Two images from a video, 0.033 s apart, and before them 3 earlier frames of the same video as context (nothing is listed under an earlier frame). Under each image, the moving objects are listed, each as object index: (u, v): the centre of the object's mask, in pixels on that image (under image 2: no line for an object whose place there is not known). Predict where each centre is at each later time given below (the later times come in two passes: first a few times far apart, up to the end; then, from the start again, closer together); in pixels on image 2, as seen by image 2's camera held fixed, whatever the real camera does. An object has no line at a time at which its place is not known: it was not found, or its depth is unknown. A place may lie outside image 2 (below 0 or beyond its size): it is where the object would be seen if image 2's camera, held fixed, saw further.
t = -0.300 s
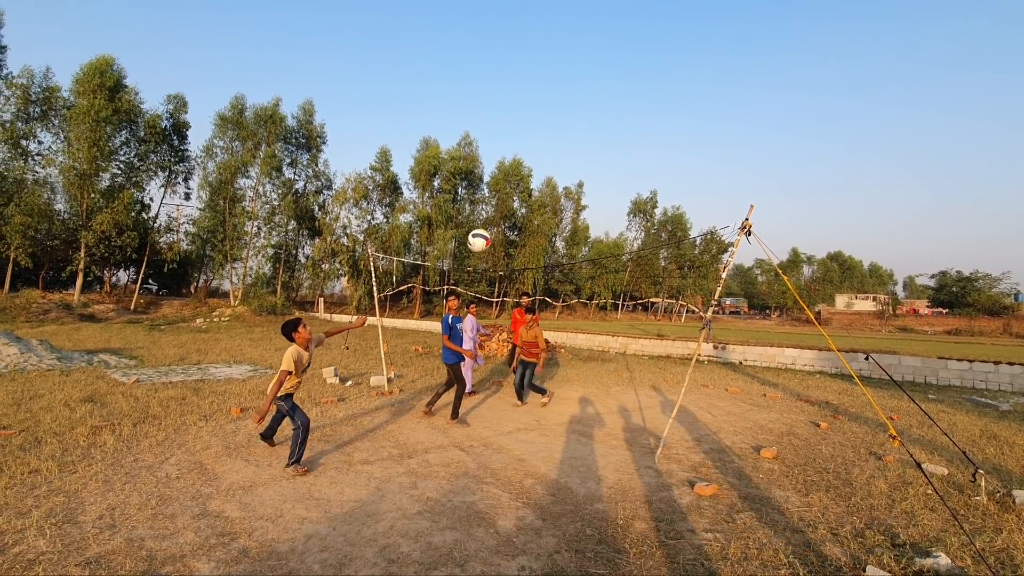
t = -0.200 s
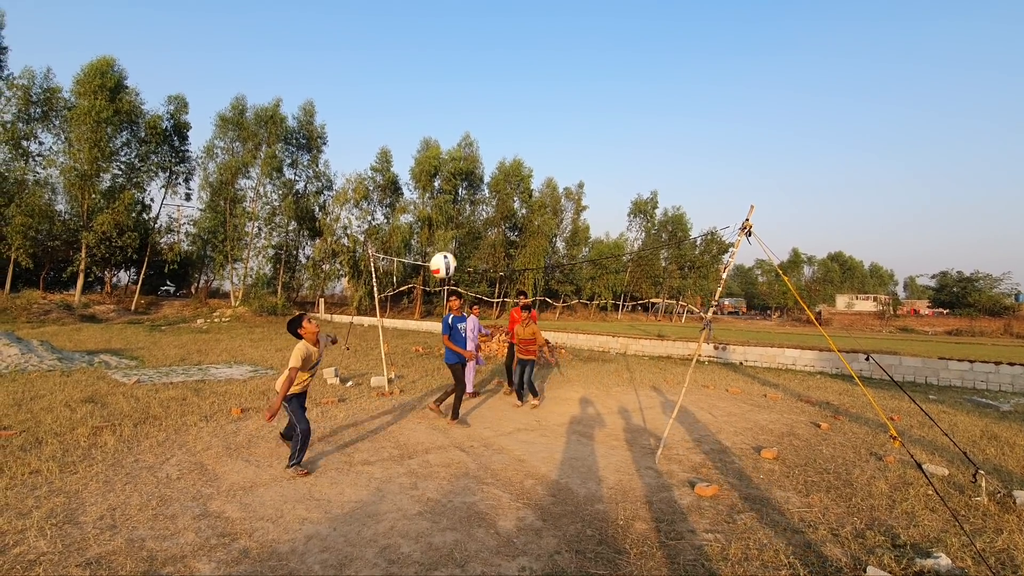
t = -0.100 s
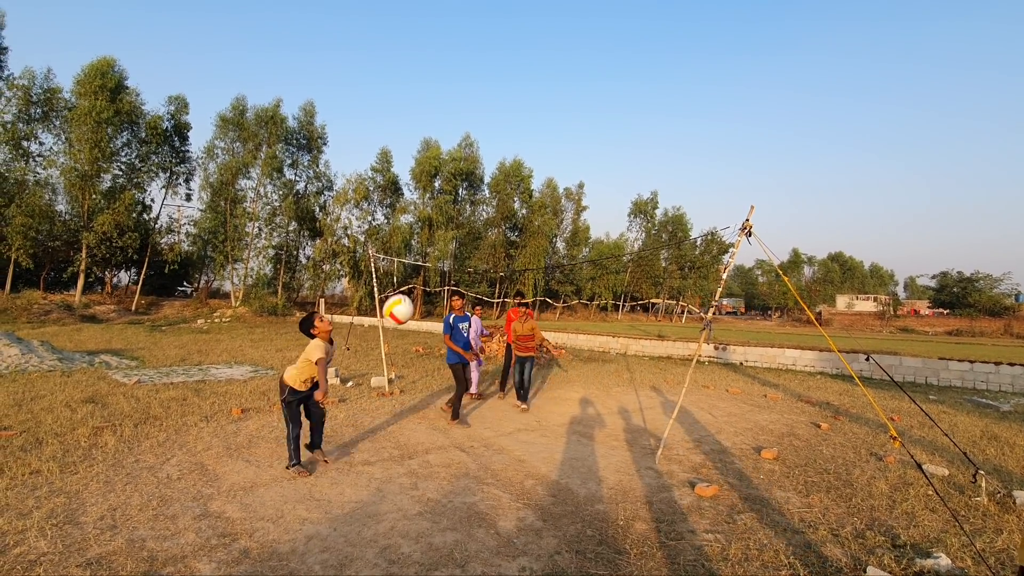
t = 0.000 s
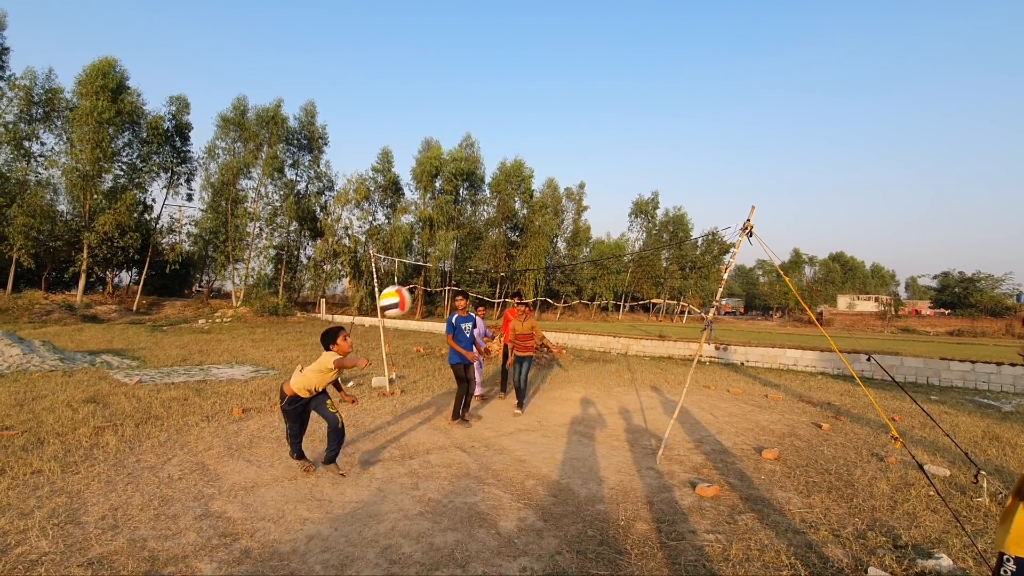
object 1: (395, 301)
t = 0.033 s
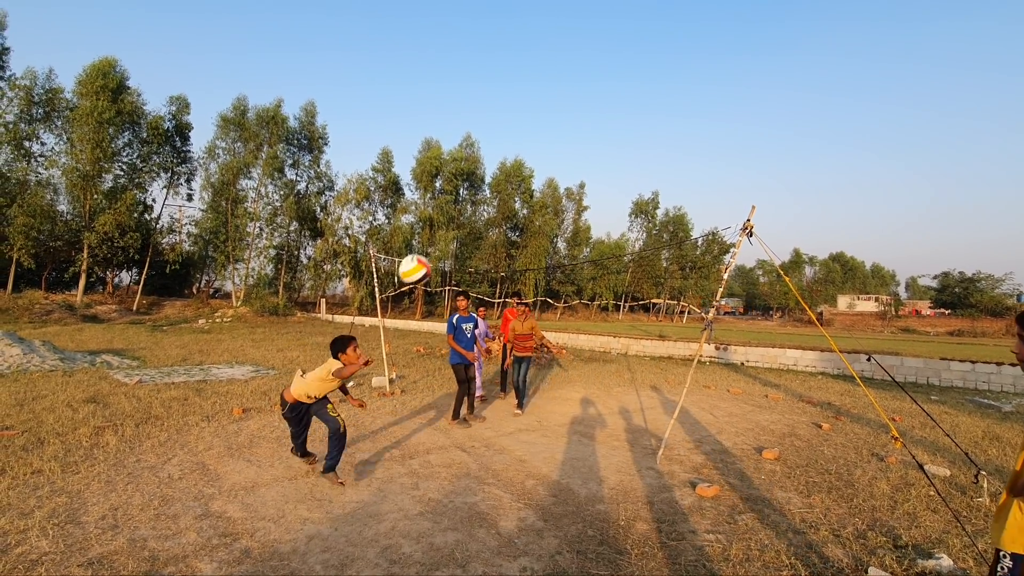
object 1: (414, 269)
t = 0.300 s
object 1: (555, 90)
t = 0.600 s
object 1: (685, 16)
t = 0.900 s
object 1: (796, 56)
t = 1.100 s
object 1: (861, 138)
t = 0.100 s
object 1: (452, 213)
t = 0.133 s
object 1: (470, 188)
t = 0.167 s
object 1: (487, 165)
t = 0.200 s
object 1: (505, 143)
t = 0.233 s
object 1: (522, 124)
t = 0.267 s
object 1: (539, 106)
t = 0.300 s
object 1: (555, 90)
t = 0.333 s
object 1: (570, 75)
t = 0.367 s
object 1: (586, 63)
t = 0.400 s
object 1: (601, 51)
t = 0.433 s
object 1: (616, 42)
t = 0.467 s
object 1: (630, 34)
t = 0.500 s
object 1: (645, 27)
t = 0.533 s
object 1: (658, 22)
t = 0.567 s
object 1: (672, 18)
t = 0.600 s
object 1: (685, 16)
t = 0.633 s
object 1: (699, 15)
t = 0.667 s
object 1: (712, 16)
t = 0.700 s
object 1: (724, 18)
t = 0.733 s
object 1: (737, 21)
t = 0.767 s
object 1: (749, 26)
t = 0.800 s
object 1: (762, 31)
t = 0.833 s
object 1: (773, 38)
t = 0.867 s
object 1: (785, 47)
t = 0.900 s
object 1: (796, 56)
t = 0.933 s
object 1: (808, 67)
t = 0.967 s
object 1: (819, 79)
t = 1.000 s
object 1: (829, 92)
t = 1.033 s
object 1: (841, 106)
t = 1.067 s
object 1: (851, 121)
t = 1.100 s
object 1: (861, 138)
